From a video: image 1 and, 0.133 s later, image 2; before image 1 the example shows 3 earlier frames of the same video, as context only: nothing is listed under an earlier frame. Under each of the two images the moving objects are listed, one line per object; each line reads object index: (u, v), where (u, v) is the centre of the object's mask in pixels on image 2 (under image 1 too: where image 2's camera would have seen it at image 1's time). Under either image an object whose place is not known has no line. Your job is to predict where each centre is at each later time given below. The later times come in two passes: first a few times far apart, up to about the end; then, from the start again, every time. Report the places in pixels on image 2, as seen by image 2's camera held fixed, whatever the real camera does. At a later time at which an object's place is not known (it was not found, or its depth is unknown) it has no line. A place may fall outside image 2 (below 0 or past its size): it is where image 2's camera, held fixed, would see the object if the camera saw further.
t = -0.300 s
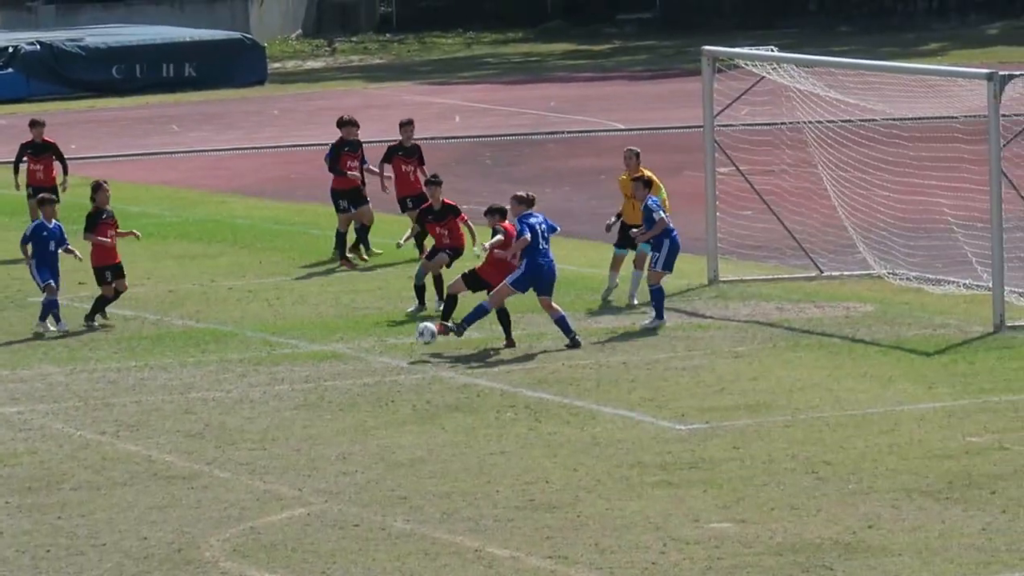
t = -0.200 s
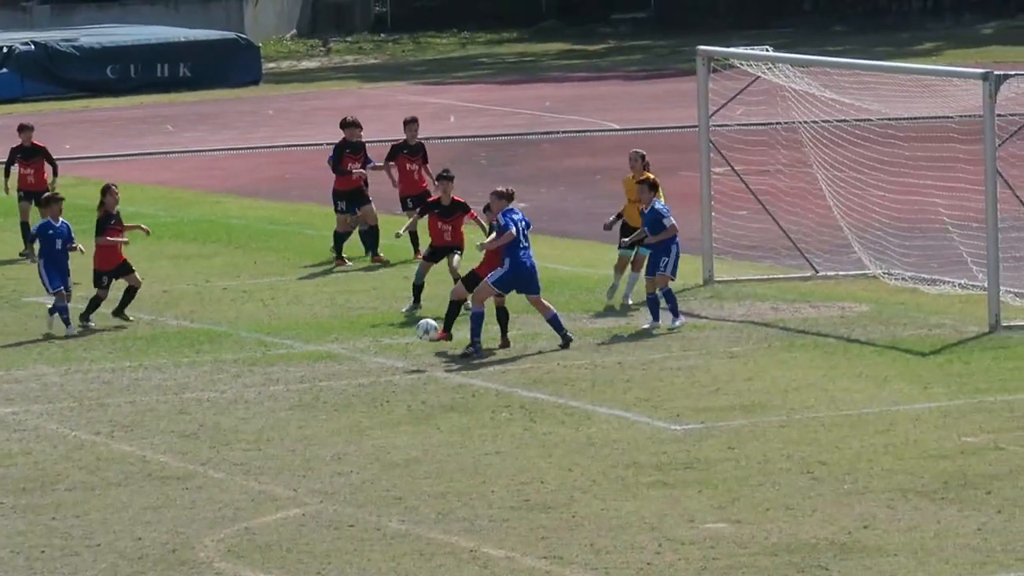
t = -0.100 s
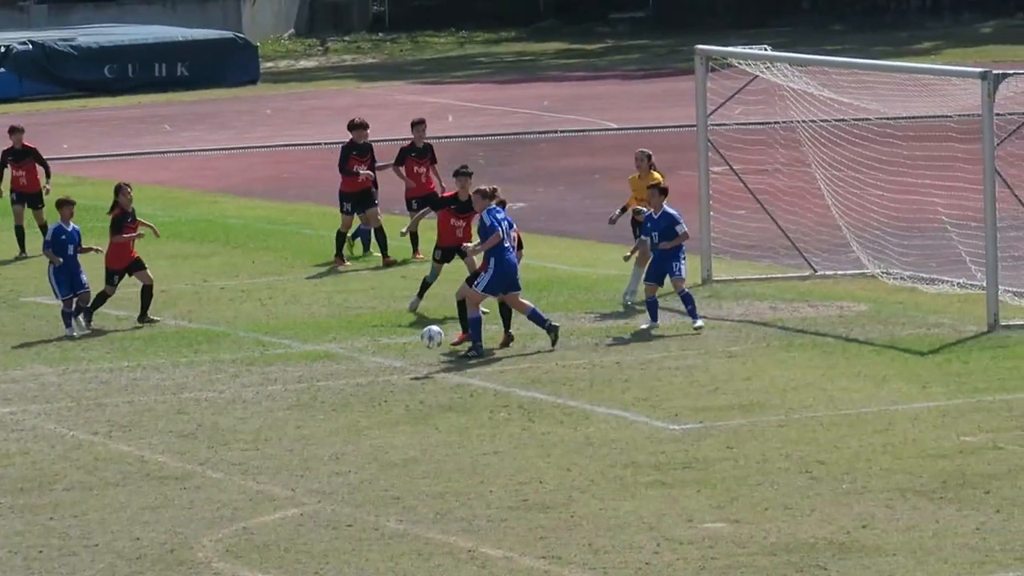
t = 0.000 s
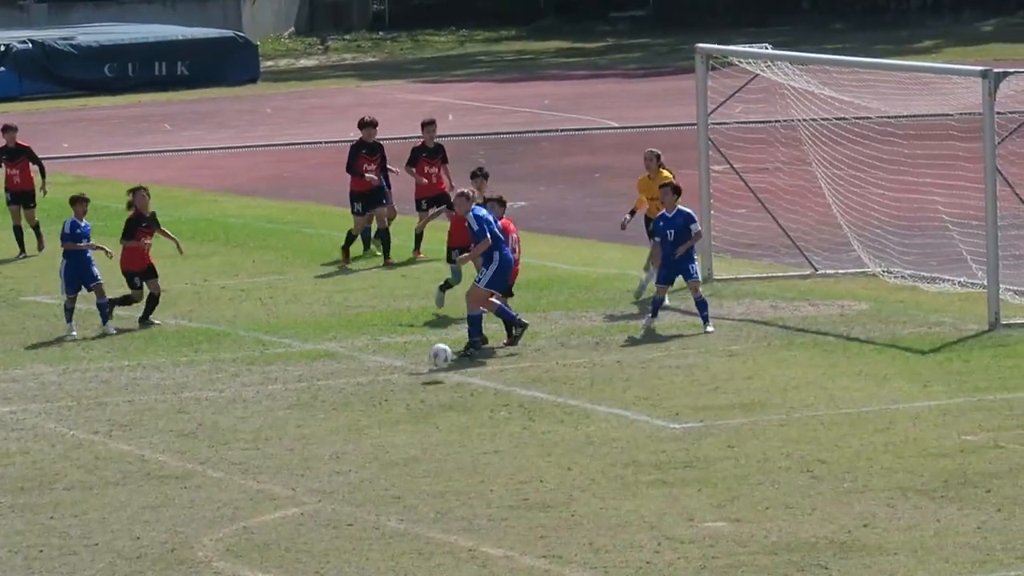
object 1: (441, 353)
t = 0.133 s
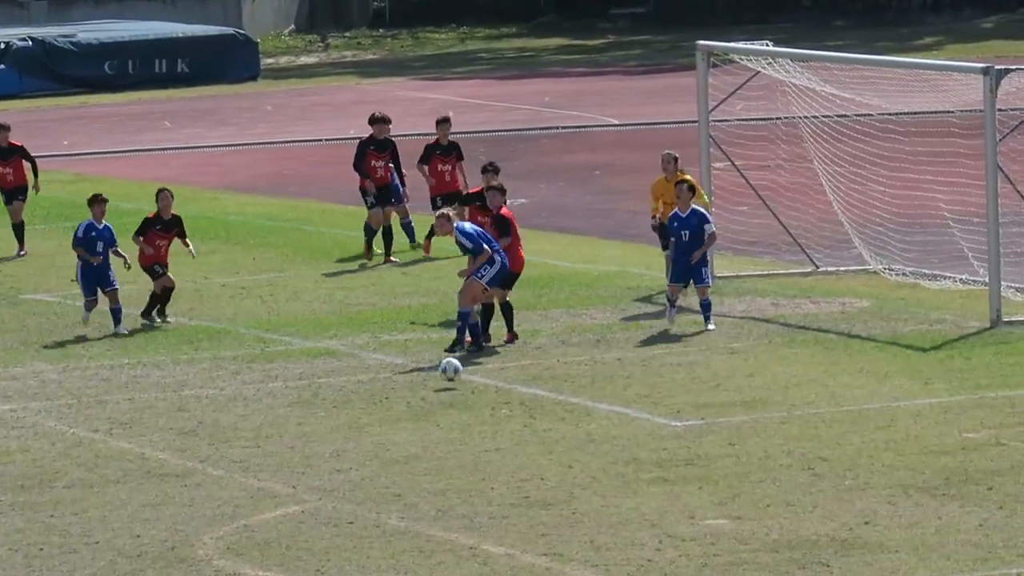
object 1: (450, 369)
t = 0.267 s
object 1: (460, 378)
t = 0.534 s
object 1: (480, 404)
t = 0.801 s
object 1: (496, 420)
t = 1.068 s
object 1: (515, 444)
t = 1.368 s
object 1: (534, 464)
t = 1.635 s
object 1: (551, 479)
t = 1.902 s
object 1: (568, 503)
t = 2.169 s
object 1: (584, 522)
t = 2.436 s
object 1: (602, 537)
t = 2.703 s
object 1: (619, 561)
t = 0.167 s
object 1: (453, 369)
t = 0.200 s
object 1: (455, 370)
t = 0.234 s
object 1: (457, 373)
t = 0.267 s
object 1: (460, 378)
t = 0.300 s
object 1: (462, 383)
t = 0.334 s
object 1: (464, 390)
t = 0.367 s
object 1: (468, 391)
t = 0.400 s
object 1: (469, 390)
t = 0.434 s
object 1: (471, 392)
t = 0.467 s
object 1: (474, 395)
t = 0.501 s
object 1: (476, 398)
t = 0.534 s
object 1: (480, 404)
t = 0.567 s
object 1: (482, 405)
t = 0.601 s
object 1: (484, 406)
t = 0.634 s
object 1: (485, 408)
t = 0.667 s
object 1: (488, 411)
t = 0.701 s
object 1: (490, 416)
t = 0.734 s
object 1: (492, 419)
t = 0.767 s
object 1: (494, 419)
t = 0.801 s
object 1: (496, 420)
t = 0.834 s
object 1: (499, 422)
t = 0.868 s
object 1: (501, 425)
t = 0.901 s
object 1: (503, 431)
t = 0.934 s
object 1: (506, 434)
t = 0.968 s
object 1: (508, 435)
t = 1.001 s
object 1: (511, 436)
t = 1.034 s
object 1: (513, 439)
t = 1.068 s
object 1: (515, 444)
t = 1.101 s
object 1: (517, 444)
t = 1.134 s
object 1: (519, 445)
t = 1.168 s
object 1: (521, 446)
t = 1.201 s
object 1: (524, 450)
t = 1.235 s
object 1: (526, 455)
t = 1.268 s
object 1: (528, 457)
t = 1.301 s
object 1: (530, 458)
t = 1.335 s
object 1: (533, 461)
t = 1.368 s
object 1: (534, 464)
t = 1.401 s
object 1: (537, 468)
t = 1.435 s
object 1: (539, 469)
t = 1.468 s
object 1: (541, 471)
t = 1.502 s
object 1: (543, 475)
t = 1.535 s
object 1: (545, 477)
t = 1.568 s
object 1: (548, 476)
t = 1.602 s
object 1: (549, 476)
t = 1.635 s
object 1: (551, 479)
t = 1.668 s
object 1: (554, 483)
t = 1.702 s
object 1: (556, 488)
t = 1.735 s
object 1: (558, 491)
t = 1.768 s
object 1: (560, 493)
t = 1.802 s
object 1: (563, 496)
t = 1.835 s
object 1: (565, 499)
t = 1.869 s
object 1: (566, 500)
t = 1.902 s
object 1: (568, 503)
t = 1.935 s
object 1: (570, 506)
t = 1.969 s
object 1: (572, 507)
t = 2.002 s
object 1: (574, 509)
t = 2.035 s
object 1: (577, 513)
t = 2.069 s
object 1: (579, 514)
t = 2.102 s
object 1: (581, 515)
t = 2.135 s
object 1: (583, 518)
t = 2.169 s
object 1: (584, 522)
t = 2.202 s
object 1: (586, 524)
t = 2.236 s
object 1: (589, 526)
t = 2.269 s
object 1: (591, 528)
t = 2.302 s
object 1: (592, 531)
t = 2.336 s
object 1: (595, 533)
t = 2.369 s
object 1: (597, 536)
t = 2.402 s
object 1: (599, 536)
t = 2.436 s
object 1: (602, 537)
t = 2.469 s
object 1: (603, 539)
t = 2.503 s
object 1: (606, 544)
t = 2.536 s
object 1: (608, 549)
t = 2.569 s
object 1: (611, 549)
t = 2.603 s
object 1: (612, 550)
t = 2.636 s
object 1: (614, 552)
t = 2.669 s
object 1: (616, 556)
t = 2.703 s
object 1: (619, 561)
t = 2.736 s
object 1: (621, 562)
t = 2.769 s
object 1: (623, 562)
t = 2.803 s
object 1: (625, 565)
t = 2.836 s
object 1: (628, 568)
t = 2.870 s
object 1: (629, 570)
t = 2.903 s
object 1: (632, 573)
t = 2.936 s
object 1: (635, 576)
